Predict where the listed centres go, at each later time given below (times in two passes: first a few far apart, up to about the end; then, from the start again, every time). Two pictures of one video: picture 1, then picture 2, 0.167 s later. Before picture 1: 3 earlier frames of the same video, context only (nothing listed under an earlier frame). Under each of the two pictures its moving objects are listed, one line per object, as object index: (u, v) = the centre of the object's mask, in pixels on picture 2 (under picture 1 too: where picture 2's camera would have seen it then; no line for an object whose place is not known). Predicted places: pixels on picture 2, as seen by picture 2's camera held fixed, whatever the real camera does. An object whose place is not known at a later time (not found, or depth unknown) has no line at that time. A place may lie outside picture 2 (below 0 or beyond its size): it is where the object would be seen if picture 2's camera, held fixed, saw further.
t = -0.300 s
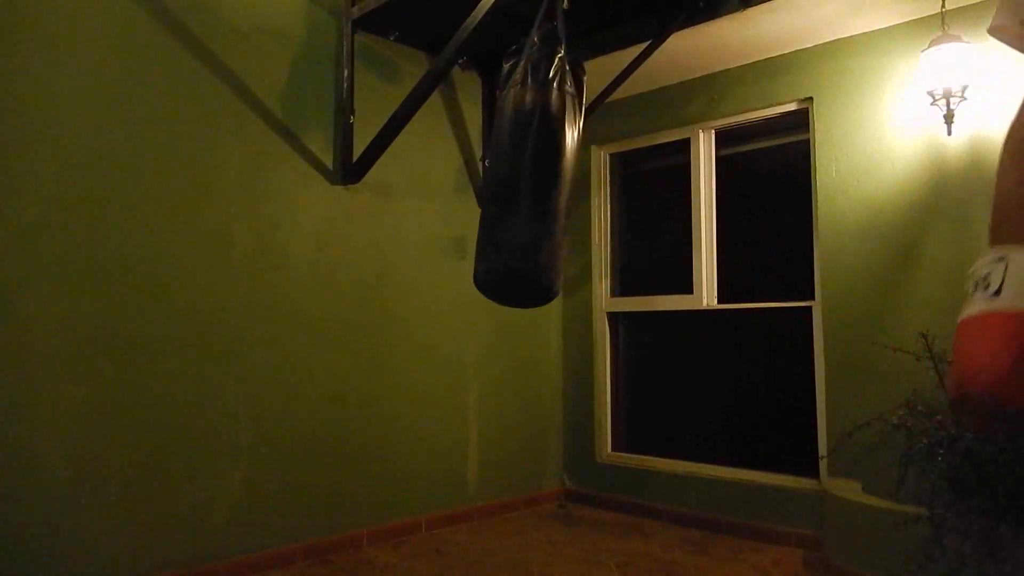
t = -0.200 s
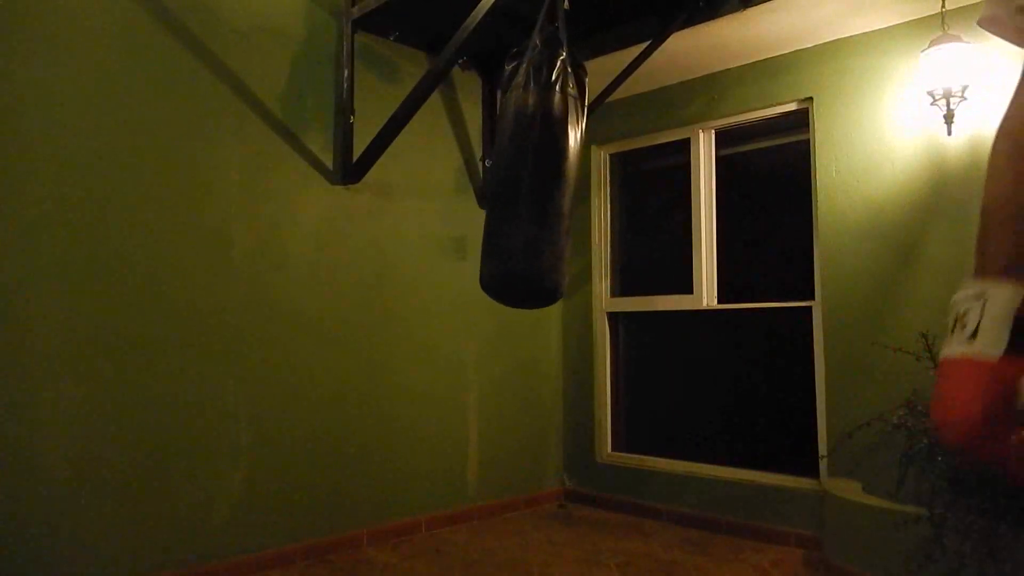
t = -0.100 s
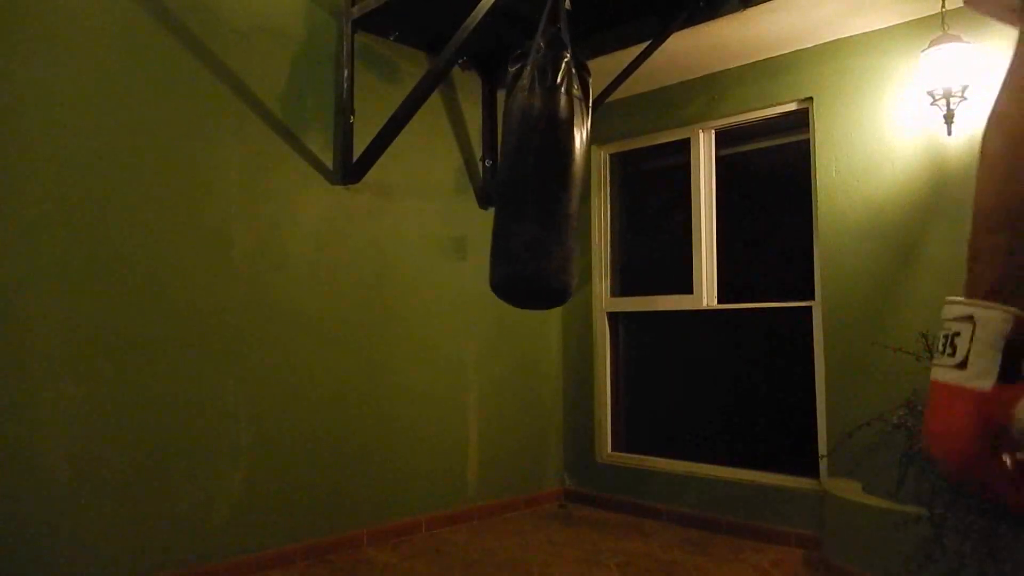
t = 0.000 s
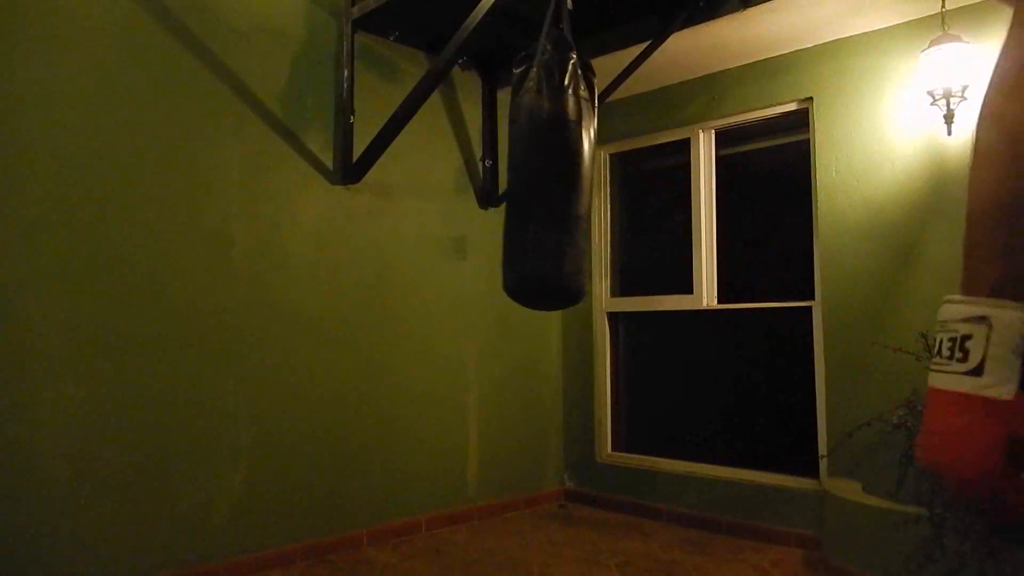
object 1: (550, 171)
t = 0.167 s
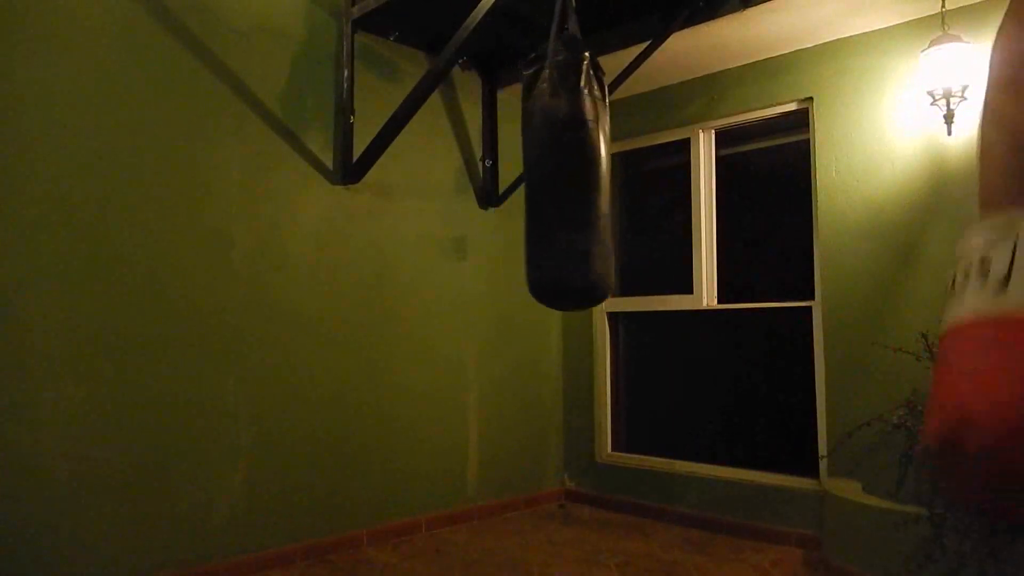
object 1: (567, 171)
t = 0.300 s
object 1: (580, 171)
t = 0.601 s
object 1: (600, 167)
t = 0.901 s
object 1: (594, 166)
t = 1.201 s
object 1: (562, 170)
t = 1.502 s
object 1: (536, 173)
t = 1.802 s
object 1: (536, 168)
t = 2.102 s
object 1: (558, 172)
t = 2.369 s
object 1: (583, 169)
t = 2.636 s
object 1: (598, 171)
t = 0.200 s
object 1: (571, 172)
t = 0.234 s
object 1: (574, 172)
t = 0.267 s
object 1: (577, 171)
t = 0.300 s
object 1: (580, 171)
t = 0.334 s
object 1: (584, 171)
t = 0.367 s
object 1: (586, 170)
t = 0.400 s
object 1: (589, 170)
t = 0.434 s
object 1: (591, 169)
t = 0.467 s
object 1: (593, 169)
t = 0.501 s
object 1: (596, 169)
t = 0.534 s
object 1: (597, 168)
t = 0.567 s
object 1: (599, 167)
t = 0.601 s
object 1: (600, 167)
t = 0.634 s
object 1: (601, 166)
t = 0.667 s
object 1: (602, 166)
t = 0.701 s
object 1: (602, 166)
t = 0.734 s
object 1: (602, 166)
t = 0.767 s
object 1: (601, 166)
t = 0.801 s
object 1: (599, 166)
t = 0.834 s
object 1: (598, 166)
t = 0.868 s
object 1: (596, 166)
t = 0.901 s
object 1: (594, 166)
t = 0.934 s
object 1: (591, 166)
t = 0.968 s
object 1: (588, 166)
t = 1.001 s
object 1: (585, 166)
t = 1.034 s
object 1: (582, 166)
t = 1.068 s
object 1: (578, 167)
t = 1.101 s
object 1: (574, 167)
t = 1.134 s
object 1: (570, 168)
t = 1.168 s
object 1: (566, 169)
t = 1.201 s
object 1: (562, 170)
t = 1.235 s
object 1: (558, 169)
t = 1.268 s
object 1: (555, 168)
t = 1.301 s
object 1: (551, 168)
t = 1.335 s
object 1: (548, 169)
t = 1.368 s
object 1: (546, 169)
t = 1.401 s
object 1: (543, 170)
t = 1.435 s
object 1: (541, 171)
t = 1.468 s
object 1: (538, 172)
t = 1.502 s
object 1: (536, 173)
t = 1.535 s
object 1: (535, 173)
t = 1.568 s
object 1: (533, 172)
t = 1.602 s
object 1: (533, 172)
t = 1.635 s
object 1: (533, 171)
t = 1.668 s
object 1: (533, 170)
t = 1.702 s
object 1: (534, 169)
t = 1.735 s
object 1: (534, 168)
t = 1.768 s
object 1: (535, 168)
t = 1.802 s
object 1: (536, 168)
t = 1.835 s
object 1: (538, 169)
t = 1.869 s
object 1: (540, 170)
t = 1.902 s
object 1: (542, 171)
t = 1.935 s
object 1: (544, 171)
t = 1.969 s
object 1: (547, 173)
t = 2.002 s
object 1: (549, 174)
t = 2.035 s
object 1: (552, 173)
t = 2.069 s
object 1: (555, 173)
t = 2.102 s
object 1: (558, 172)
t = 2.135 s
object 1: (561, 171)
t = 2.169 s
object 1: (564, 170)
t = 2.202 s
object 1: (568, 170)
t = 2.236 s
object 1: (572, 171)
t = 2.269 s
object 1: (575, 171)
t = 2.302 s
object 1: (578, 169)
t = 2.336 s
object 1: (580, 169)
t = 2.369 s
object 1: (583, 169)
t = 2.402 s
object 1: (586, 170)
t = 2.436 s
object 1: (589, 171)
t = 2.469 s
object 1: (591, 173)
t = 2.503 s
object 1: (593, 173)
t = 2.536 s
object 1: (596, 173)
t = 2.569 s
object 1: (597, 172)
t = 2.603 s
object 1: (597, 172)
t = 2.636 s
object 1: (598, 171)
